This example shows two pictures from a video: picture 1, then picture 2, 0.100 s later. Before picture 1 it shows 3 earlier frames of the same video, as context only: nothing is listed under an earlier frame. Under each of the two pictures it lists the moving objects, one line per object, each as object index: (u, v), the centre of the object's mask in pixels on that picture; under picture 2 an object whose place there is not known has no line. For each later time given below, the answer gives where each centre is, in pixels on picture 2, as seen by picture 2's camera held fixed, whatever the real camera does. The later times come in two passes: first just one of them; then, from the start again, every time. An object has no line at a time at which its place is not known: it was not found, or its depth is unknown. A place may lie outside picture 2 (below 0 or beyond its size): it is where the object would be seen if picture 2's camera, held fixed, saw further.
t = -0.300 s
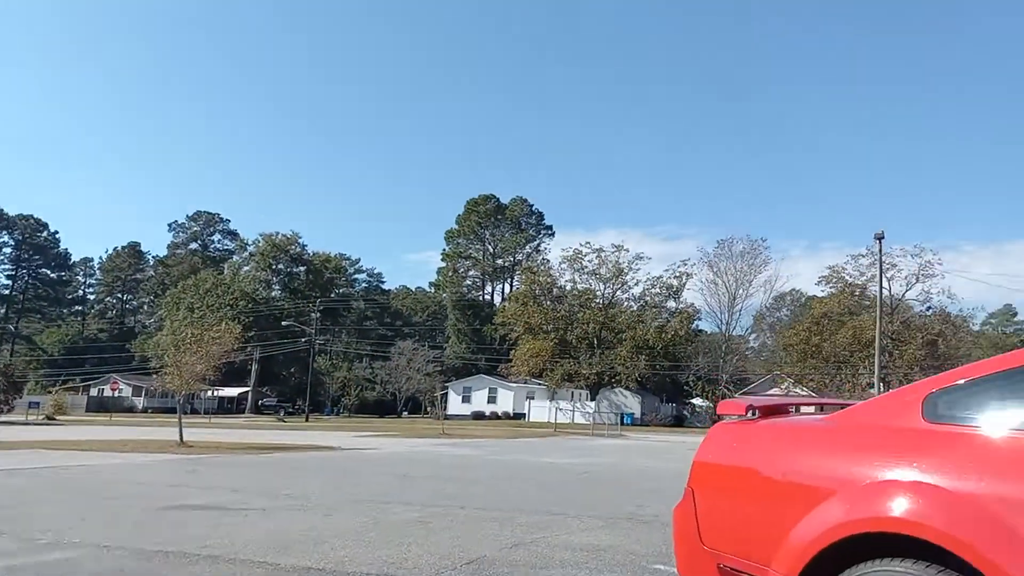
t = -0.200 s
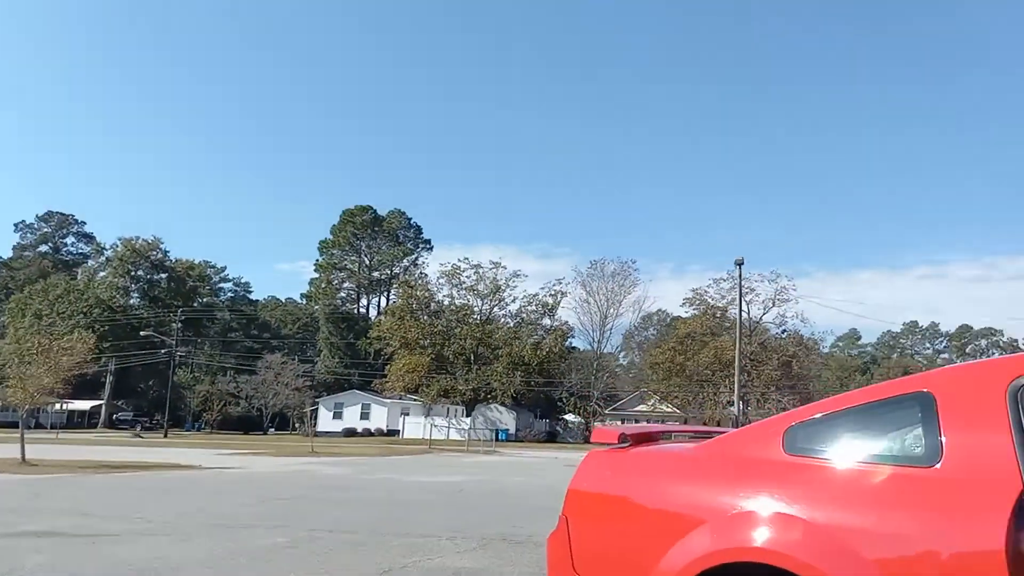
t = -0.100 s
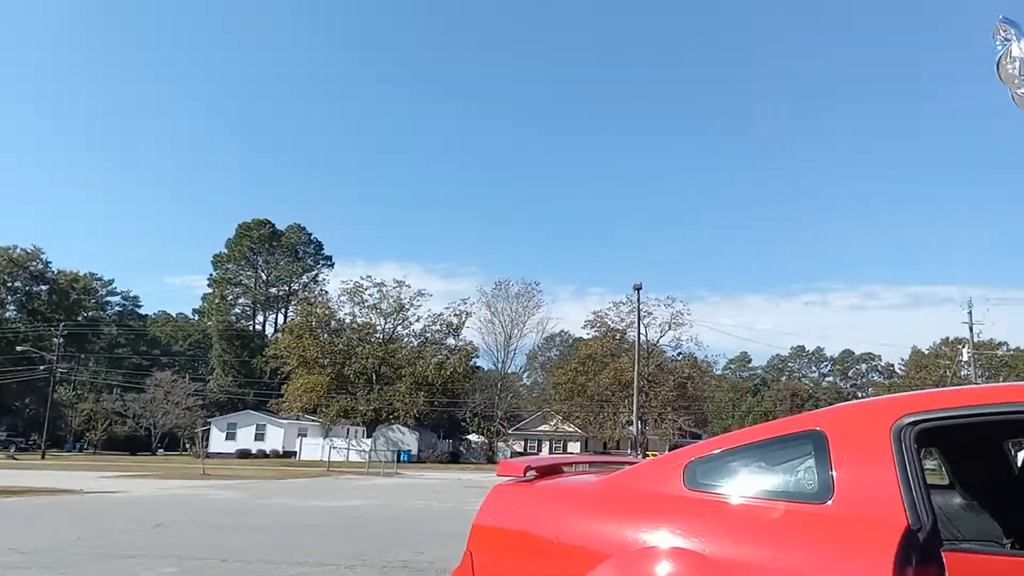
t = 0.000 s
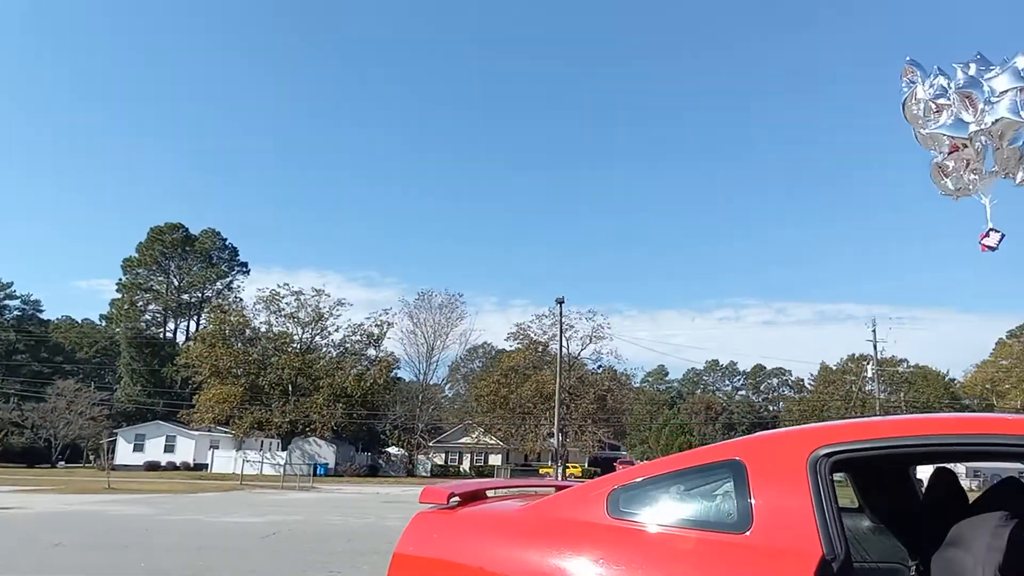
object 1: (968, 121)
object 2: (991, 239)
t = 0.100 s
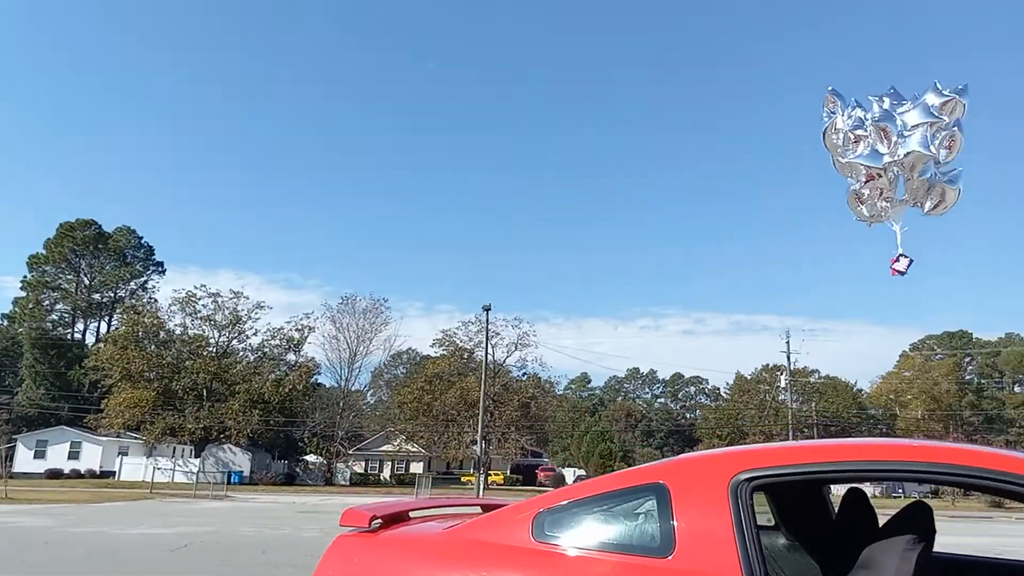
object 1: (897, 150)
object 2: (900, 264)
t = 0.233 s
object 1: (898, 162)
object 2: (904, 274)
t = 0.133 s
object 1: (897, 154)
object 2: (902, 267)
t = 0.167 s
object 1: (898, 156)
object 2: (903, 269)
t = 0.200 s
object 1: (898, 159)
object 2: (904, 271)
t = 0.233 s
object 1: (898, 162)
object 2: (904, 274)
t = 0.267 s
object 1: (897, 164)
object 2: (903, 276)
